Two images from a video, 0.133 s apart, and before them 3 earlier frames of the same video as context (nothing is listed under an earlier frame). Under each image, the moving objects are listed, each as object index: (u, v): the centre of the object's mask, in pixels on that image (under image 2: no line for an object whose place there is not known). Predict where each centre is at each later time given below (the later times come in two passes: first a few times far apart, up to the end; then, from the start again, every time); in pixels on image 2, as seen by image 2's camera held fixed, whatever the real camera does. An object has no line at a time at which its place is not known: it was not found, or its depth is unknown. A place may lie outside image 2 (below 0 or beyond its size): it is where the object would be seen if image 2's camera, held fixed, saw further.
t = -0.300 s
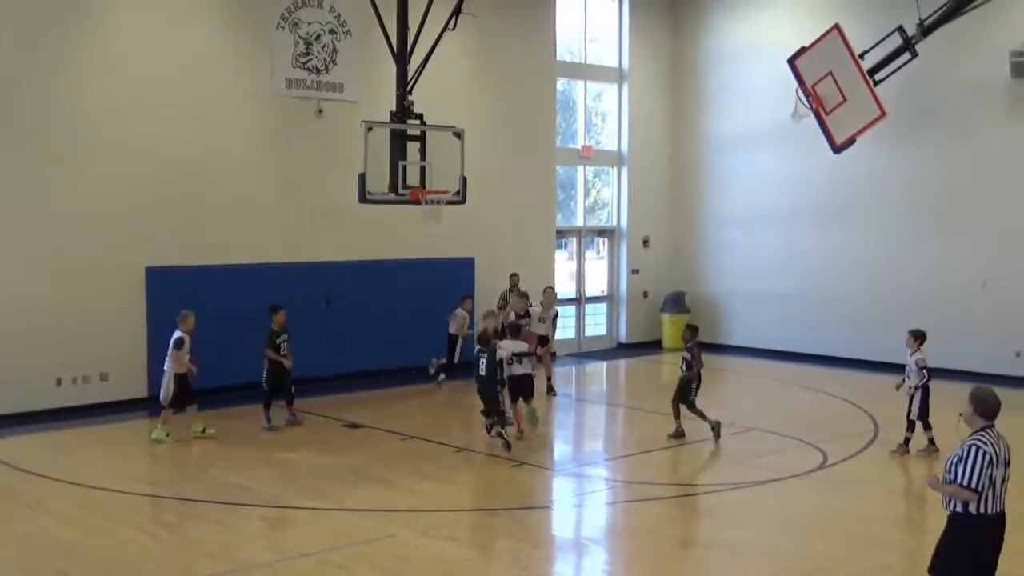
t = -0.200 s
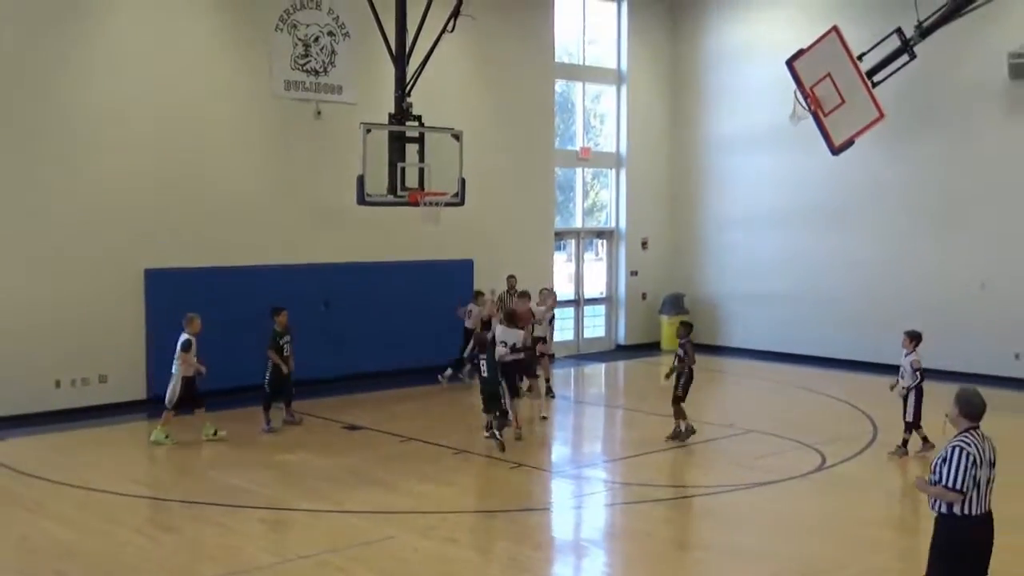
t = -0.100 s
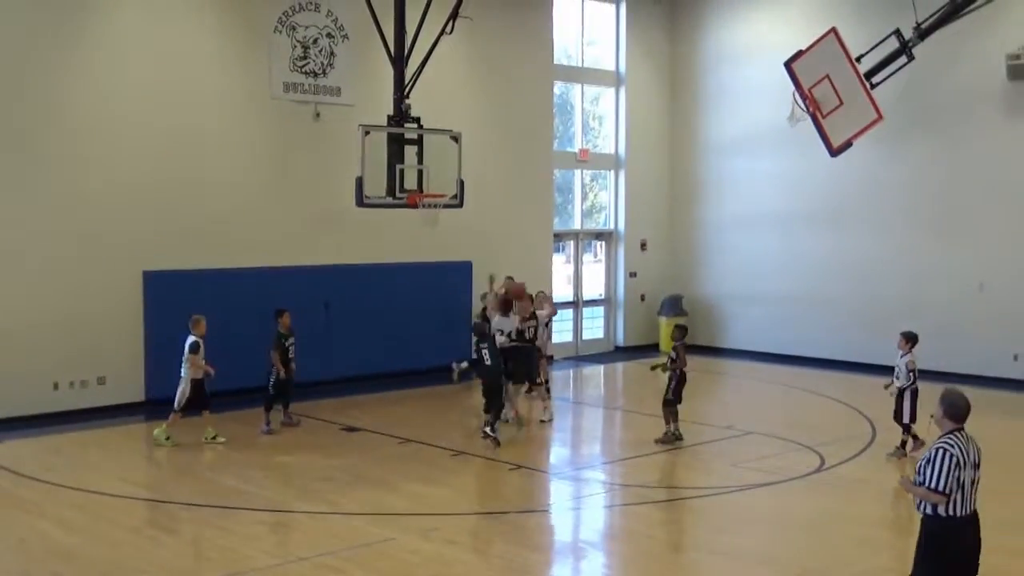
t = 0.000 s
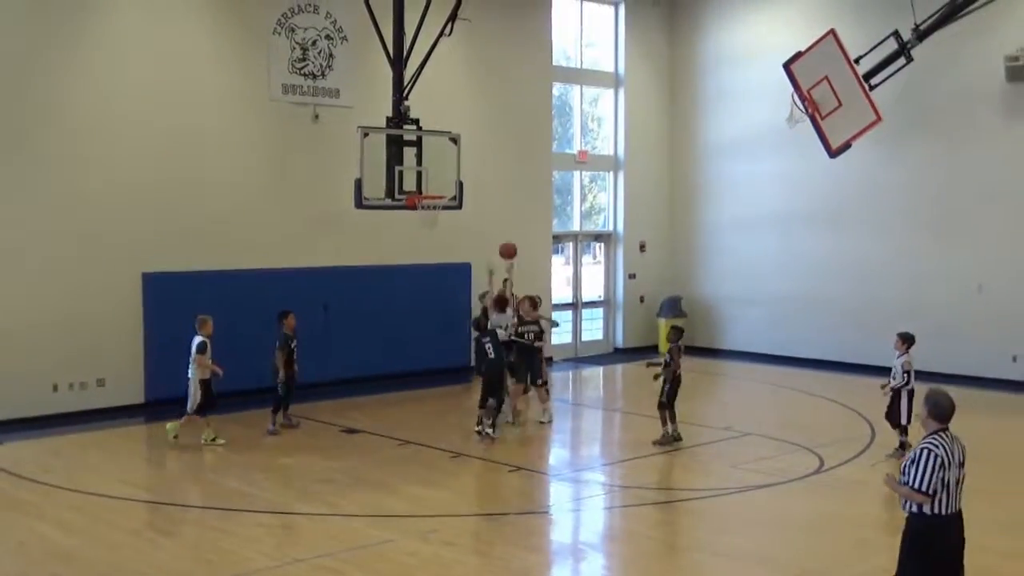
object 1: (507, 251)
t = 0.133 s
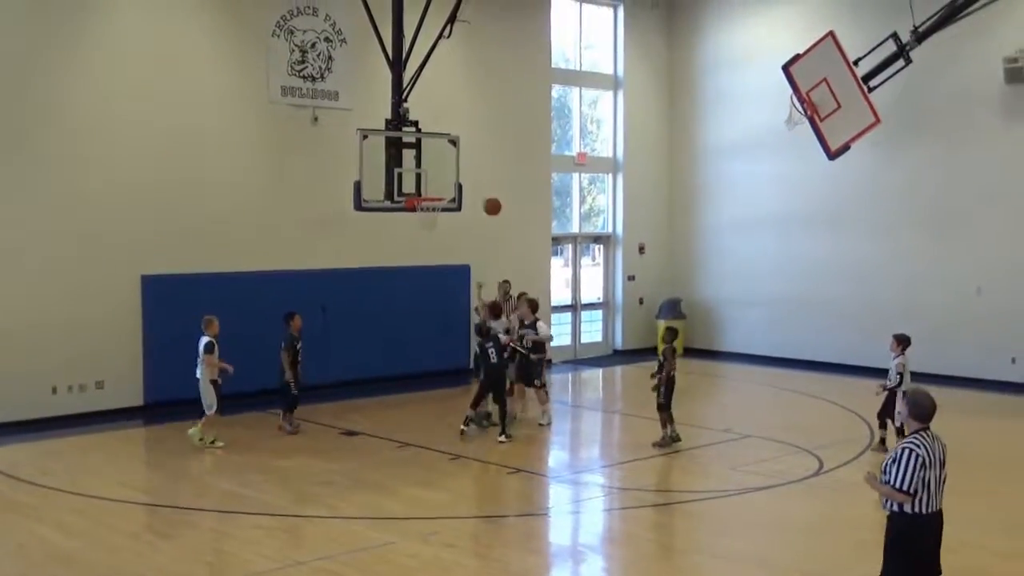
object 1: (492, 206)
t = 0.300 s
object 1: (475, 170)
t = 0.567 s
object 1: (451, 159)
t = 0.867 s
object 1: (433, 192)
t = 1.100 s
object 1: (468, 218)
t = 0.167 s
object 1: (488, 197)
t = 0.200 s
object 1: (485, 189)
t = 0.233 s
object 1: (482, 182)
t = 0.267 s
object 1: (478, 176)
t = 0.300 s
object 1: (475, 170)
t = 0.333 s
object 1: (472, 166)
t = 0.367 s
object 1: (469, 162)
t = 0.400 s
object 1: (466, 160)
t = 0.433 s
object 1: (463, 158)
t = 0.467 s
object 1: (460, 157)
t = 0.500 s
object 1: (457, 157)
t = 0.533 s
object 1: (454, 157)
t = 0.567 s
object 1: (451, 159)
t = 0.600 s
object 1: (448, 161)
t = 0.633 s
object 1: (445, 164)
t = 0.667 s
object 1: (443, 167)
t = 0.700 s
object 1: (440, 172)
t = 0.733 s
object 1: (437, 177)
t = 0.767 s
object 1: (435, 182)
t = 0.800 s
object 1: (432, 189)
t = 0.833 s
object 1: (431, 191)
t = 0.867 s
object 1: (433, 192)
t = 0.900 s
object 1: (438, 193)
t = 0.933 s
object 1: (443, 196)
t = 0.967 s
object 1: (449, 200)
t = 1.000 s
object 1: (452, 201)
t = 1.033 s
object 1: (458, 207)
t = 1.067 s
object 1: (463, 212)
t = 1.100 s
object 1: (468, 218)
